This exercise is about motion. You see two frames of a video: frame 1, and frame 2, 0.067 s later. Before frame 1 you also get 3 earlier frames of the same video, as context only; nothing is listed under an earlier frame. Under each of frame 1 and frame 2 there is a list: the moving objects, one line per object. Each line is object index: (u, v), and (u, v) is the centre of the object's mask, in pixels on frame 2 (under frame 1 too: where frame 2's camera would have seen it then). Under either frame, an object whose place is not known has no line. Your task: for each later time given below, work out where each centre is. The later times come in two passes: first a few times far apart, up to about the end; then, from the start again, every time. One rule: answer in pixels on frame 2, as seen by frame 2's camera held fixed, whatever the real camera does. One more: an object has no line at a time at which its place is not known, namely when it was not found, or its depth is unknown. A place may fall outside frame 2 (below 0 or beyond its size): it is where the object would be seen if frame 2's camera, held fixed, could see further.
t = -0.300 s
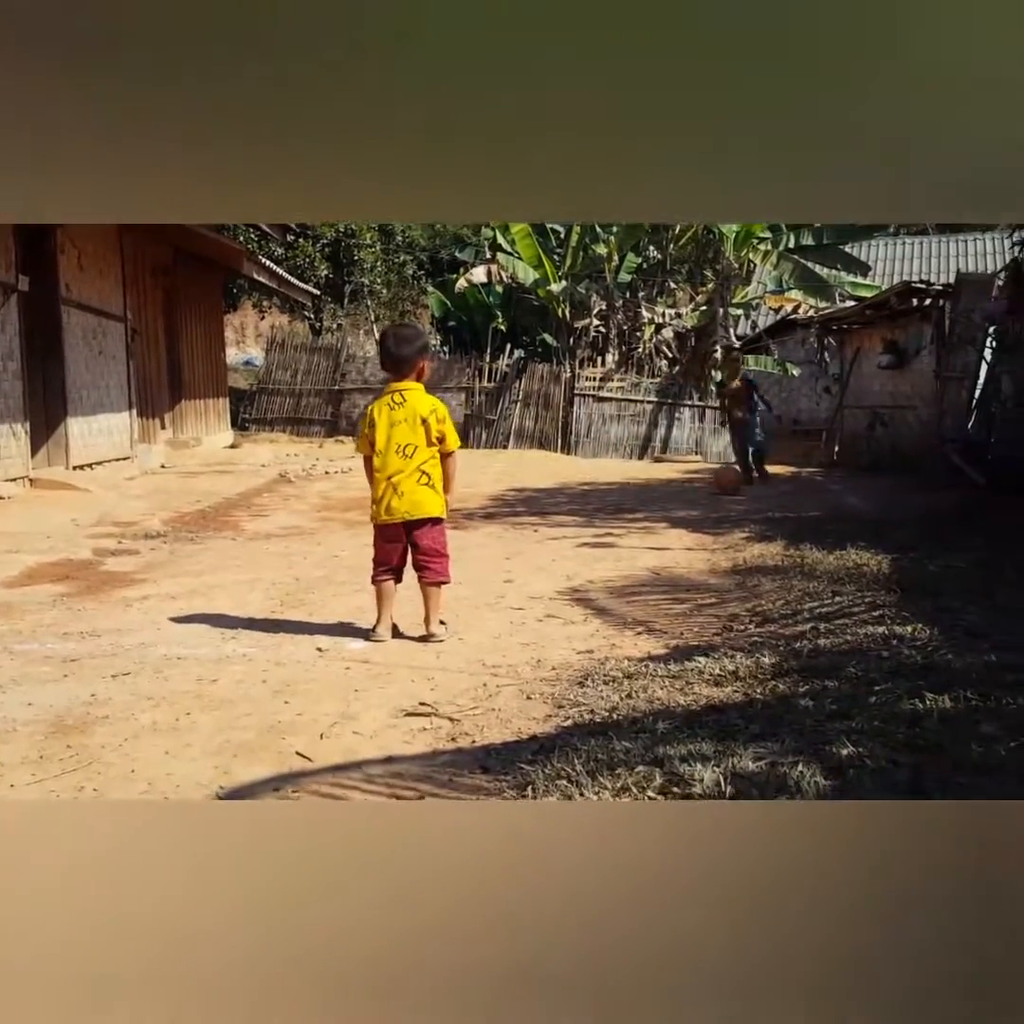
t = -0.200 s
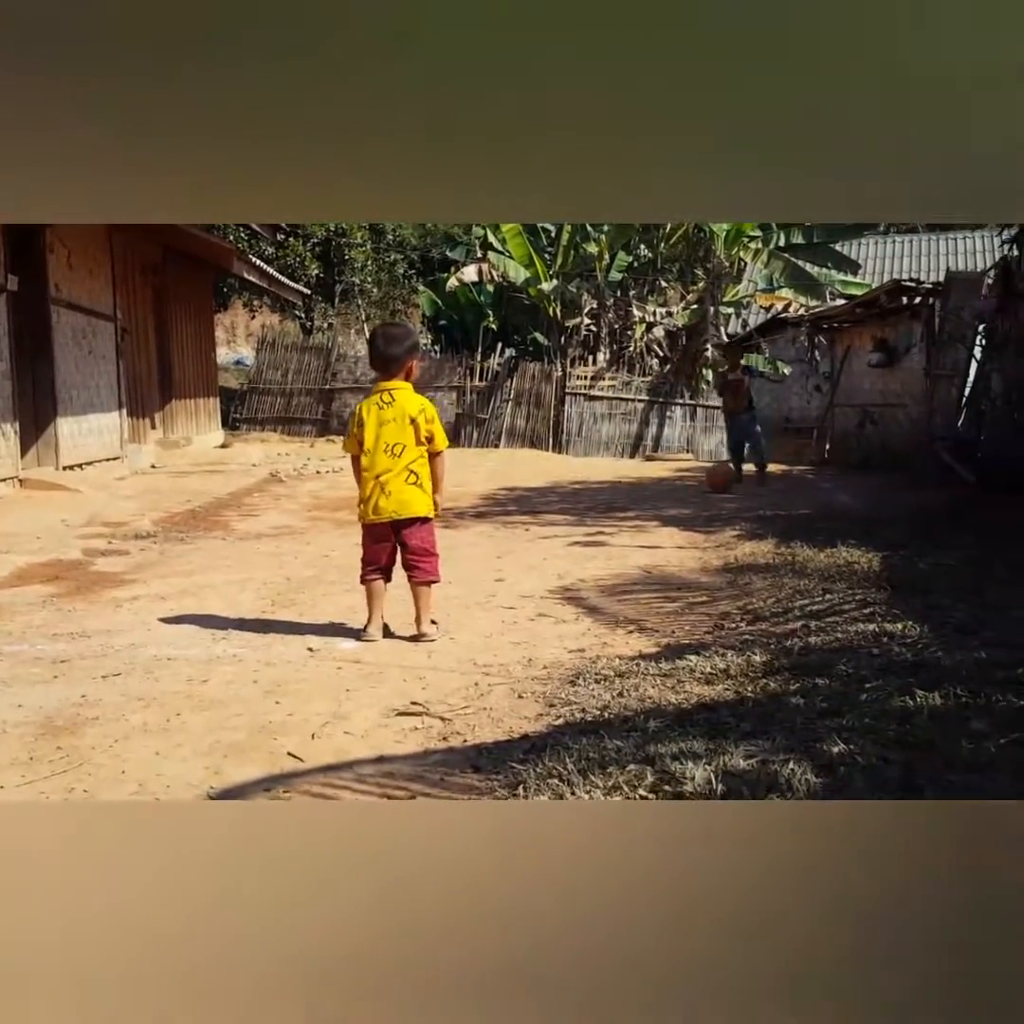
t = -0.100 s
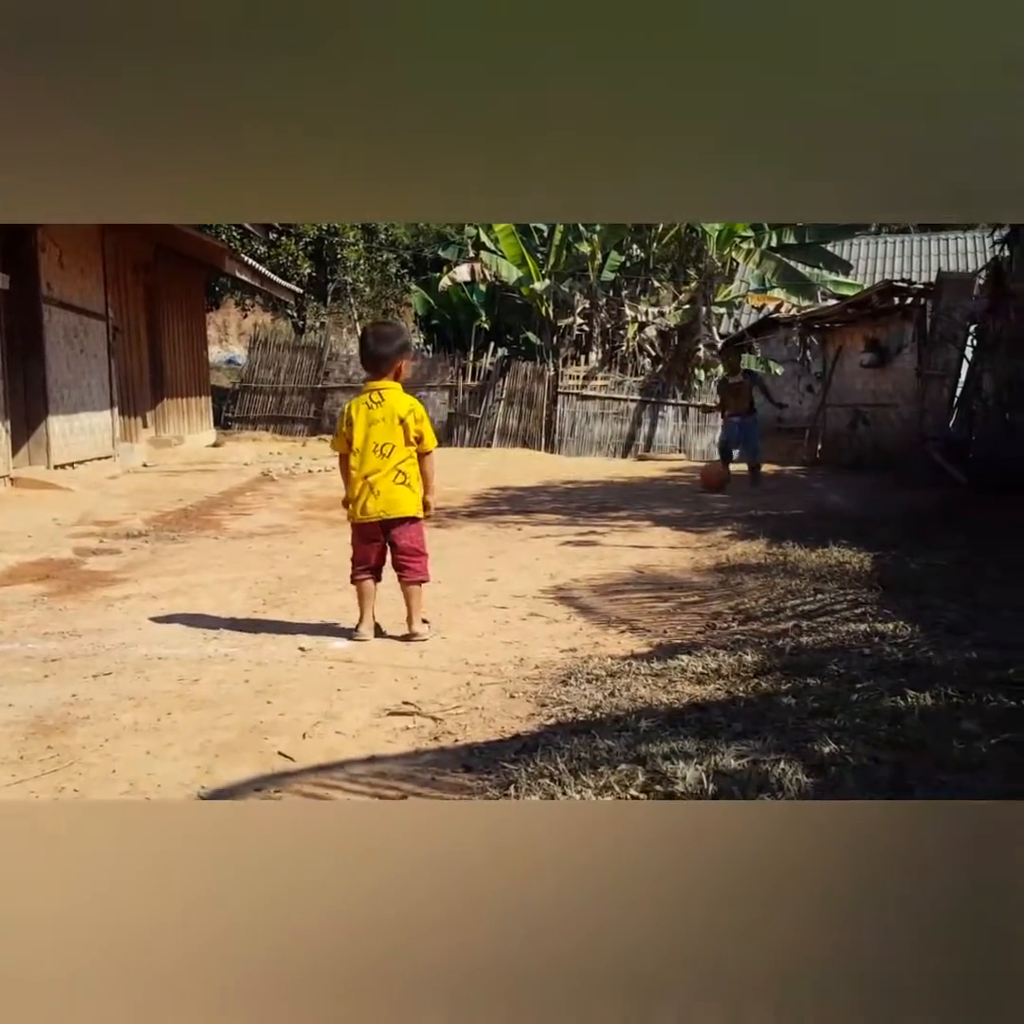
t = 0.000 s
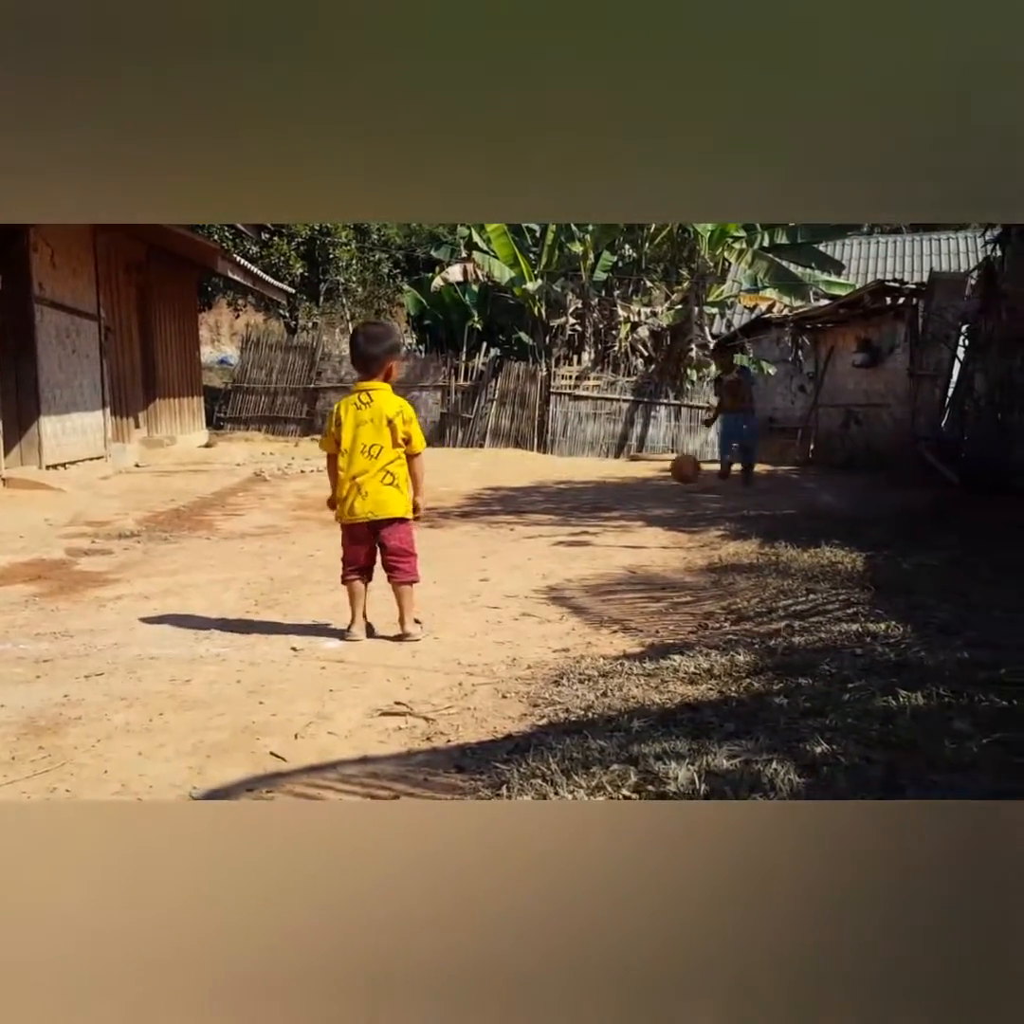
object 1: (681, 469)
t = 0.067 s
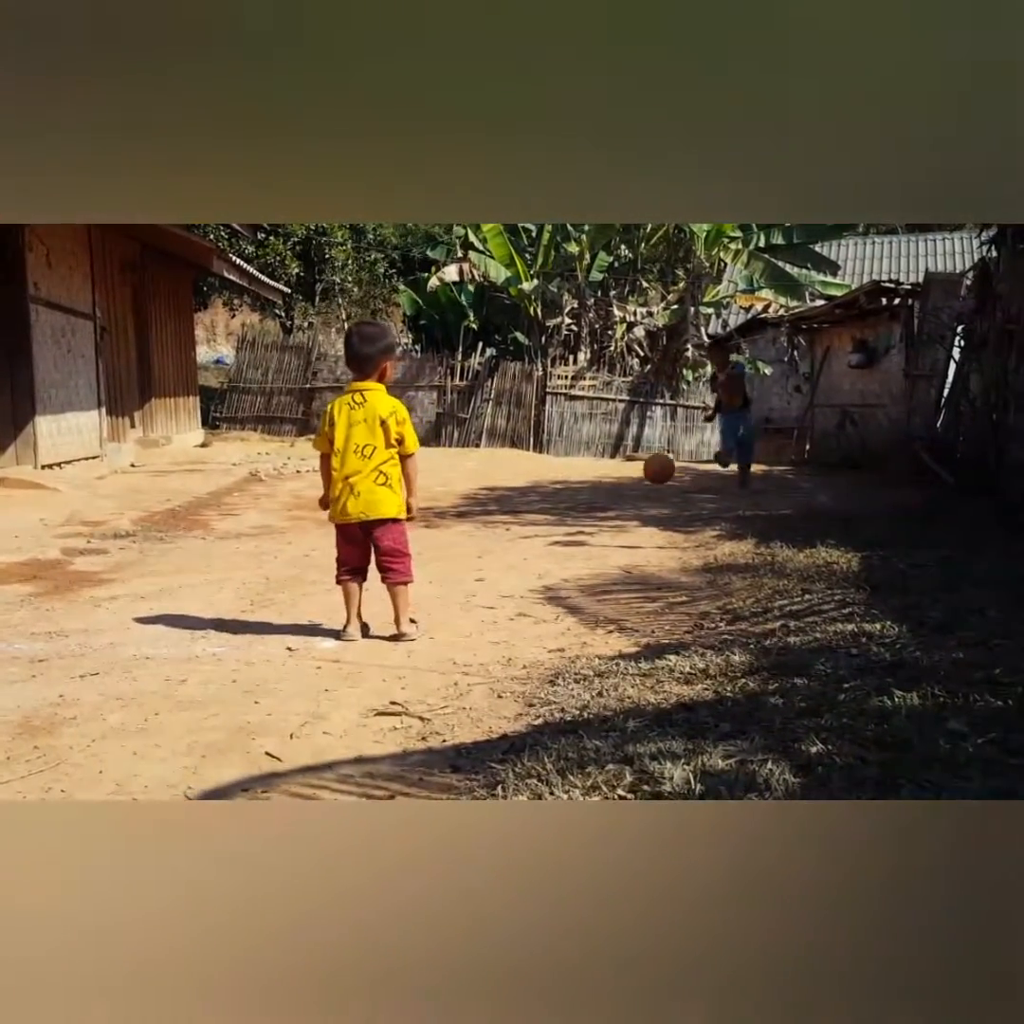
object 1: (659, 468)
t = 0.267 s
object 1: (584, 495)
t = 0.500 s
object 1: (498, 511)
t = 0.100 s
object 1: (647, 471)
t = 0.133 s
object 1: (634, 474)
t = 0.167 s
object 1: (621, 482)
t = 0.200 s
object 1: (609, 490)
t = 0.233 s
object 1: (598, 498)
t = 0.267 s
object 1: (584, 495)
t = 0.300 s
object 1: (570, 490)
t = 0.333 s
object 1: (561, 488)
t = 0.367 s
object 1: (550, 490)
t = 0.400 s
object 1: (538, 492)
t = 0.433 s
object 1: (524, 498)
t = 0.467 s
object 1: (511, 504)
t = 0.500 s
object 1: (498, 511)
